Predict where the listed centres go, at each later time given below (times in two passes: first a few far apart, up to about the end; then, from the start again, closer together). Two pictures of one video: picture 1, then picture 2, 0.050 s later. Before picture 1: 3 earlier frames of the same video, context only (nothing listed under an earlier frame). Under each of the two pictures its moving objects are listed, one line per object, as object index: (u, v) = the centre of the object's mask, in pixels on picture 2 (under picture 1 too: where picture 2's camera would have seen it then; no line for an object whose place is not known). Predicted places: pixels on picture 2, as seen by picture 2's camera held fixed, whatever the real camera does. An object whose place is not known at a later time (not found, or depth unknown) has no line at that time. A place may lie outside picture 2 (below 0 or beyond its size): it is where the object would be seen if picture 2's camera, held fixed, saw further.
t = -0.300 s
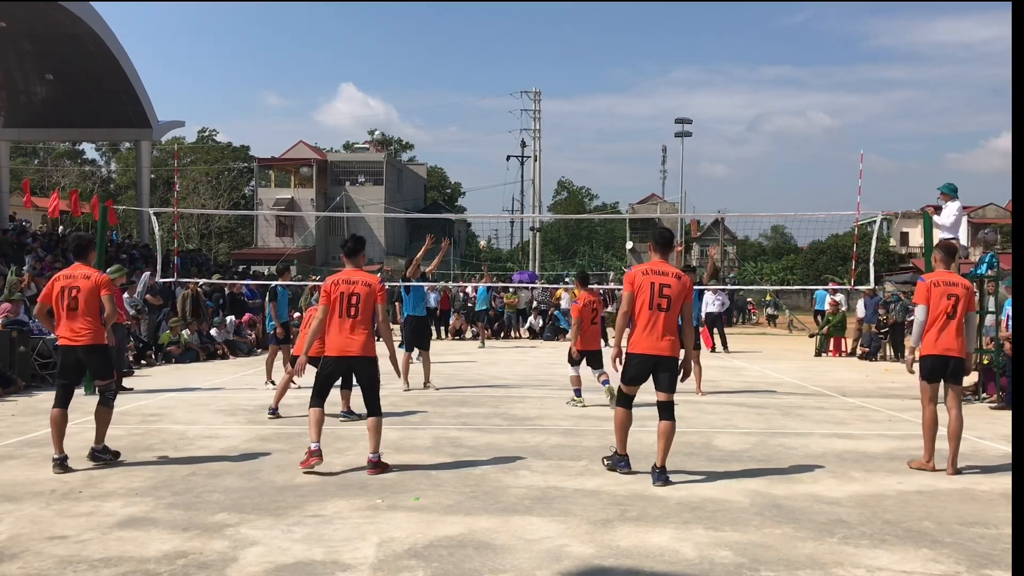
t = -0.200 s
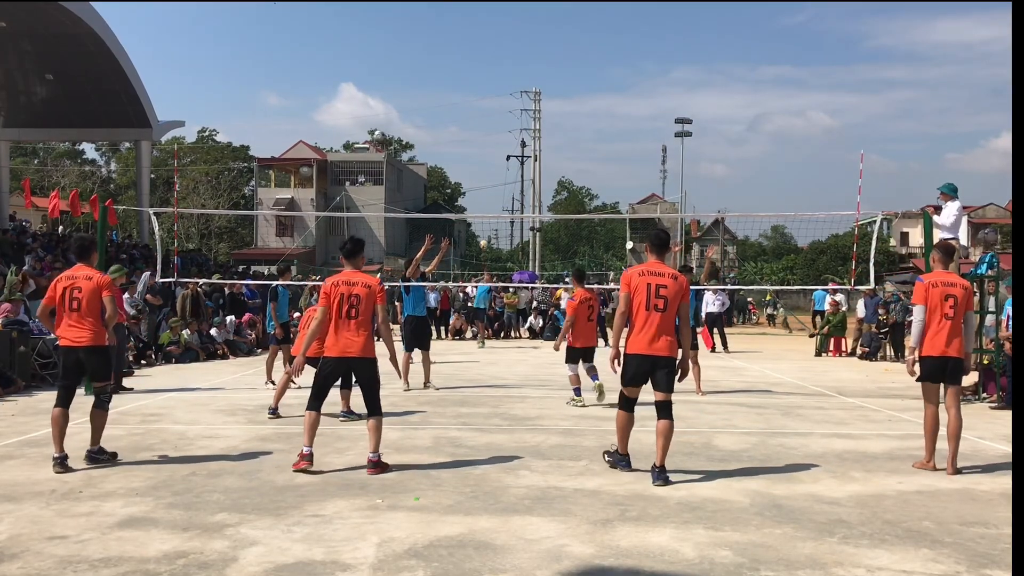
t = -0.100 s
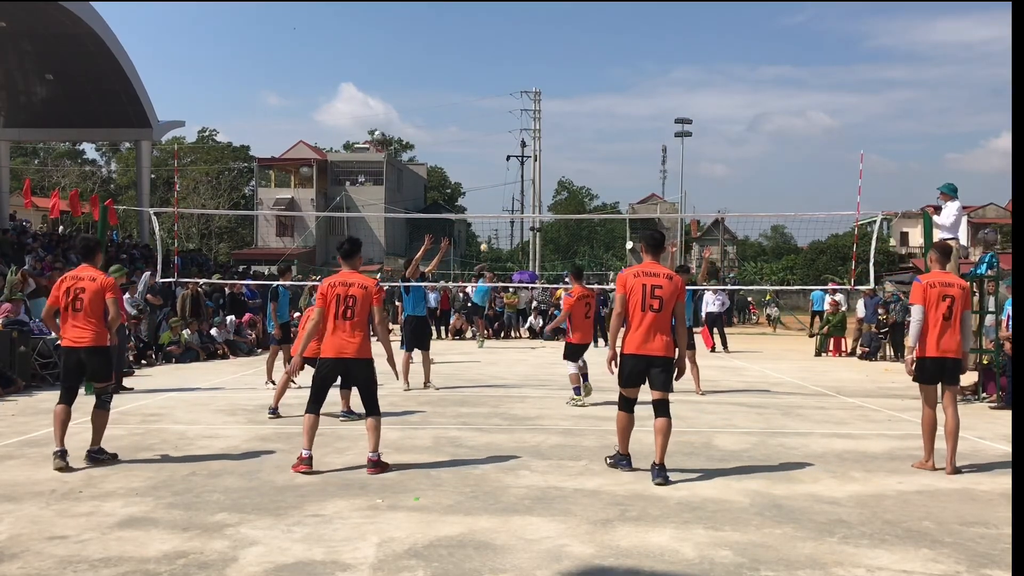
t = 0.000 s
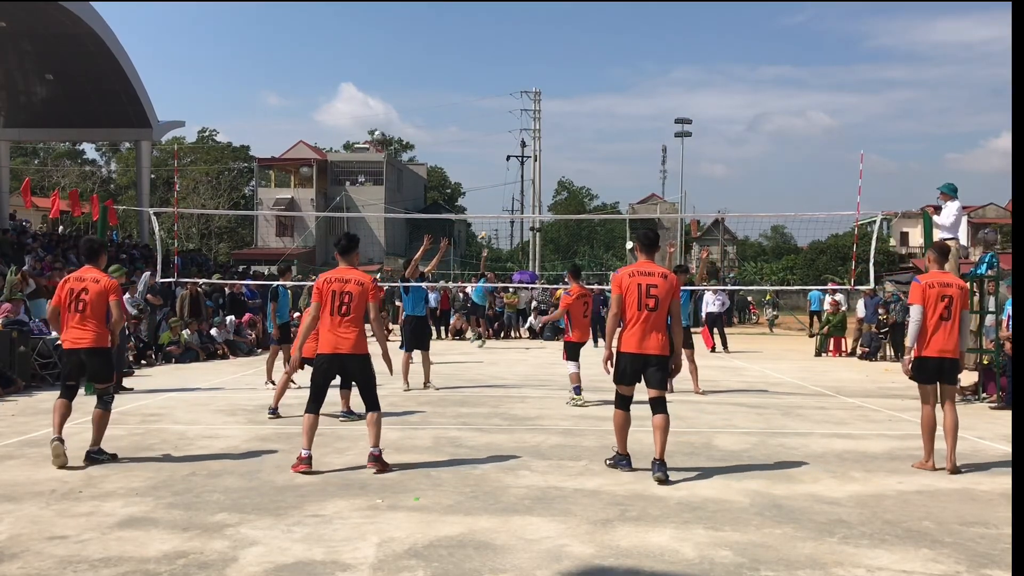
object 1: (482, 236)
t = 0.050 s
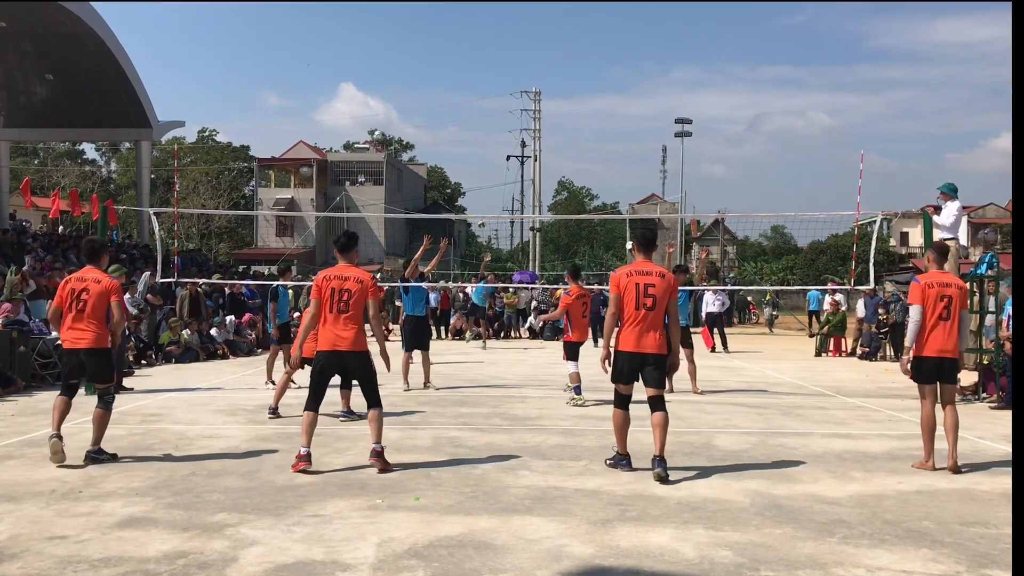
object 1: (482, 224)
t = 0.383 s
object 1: (474, 152)
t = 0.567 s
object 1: (471, 122)
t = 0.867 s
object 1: (468, 102)
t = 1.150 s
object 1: (468, 143)
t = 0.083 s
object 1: (480, 215)
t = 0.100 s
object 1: (480, 211)
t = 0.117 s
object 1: (479, 208)
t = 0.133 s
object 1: (479, 204)
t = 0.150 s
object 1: (478, 200)
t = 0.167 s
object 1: (478, 196)
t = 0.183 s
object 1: (478, 192)
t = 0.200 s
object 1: (477, 189)
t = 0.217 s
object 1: (478, 185)
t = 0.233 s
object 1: (476, 181)
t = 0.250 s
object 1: (476, 178)
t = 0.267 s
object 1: (476, 174)
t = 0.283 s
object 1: (476, 171)
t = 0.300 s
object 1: (475, 168)
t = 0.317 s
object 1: (475, 165)
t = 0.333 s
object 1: (475, 161)
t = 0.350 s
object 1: (474, 158)
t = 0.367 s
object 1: (474, 155)
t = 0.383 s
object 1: (474, 152)
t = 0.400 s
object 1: (474, 149)
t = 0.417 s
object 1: (473, 146)
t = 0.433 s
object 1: (473, 143)
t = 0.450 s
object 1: (472, 140)
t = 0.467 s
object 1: (472, 137)
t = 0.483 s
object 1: (472, 135)
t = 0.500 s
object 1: (472, 132)
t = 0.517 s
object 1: (472, 130)
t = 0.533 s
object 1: (472, 127)
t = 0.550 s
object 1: (473, 124)
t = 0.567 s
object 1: (471, 122)
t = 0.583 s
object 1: (471, 120)
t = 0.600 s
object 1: (471, 118)
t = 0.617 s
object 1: (471, 116)
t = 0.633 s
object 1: (470, 114)
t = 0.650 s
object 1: (470, 112)
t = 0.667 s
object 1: (470, 111)
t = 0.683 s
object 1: (470, 109)
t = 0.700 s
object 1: (470, 107)
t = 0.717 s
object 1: (470, 106)
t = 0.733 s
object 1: (469, 105)
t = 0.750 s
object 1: (469, 105)
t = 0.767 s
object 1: (469, 104)
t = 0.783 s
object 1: (469, 103)
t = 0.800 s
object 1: (469, 103)
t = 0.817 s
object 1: (469, 102)
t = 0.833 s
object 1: (468, 102)
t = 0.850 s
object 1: (468, 102)
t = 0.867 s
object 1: (468, 102)
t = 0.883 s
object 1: (468, 102)
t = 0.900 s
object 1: (468, 102)
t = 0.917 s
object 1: (468, 103)
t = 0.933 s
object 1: (468, 104)
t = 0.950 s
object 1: (468, 105)
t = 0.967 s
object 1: (468, 107)
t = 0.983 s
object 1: (468, 109)
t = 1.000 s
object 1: (468, 111)
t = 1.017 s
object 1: (468, 113)
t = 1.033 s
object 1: (468, 115)
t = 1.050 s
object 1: (468, 118)
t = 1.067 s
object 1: (468, 122)
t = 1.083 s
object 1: (469, 125)
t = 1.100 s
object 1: (469, 129)
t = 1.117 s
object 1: (468, 133)
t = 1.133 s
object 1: (468, 138)
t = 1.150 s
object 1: (468, 143)
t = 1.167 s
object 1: (468, 149)
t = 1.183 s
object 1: (468, 155)
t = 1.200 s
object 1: (468, 161)
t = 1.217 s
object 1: (467, 168)
